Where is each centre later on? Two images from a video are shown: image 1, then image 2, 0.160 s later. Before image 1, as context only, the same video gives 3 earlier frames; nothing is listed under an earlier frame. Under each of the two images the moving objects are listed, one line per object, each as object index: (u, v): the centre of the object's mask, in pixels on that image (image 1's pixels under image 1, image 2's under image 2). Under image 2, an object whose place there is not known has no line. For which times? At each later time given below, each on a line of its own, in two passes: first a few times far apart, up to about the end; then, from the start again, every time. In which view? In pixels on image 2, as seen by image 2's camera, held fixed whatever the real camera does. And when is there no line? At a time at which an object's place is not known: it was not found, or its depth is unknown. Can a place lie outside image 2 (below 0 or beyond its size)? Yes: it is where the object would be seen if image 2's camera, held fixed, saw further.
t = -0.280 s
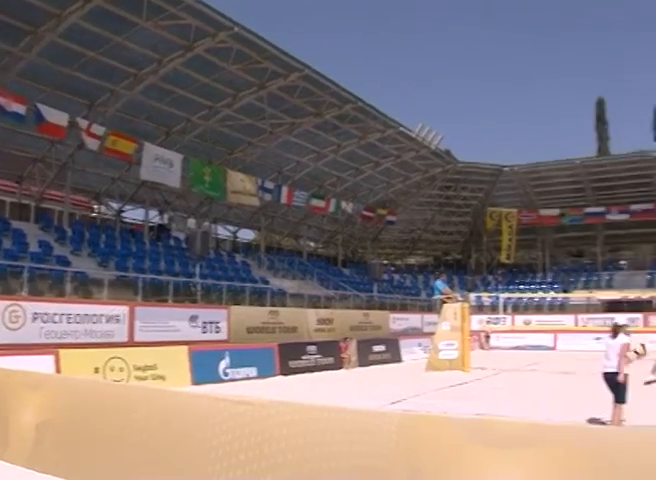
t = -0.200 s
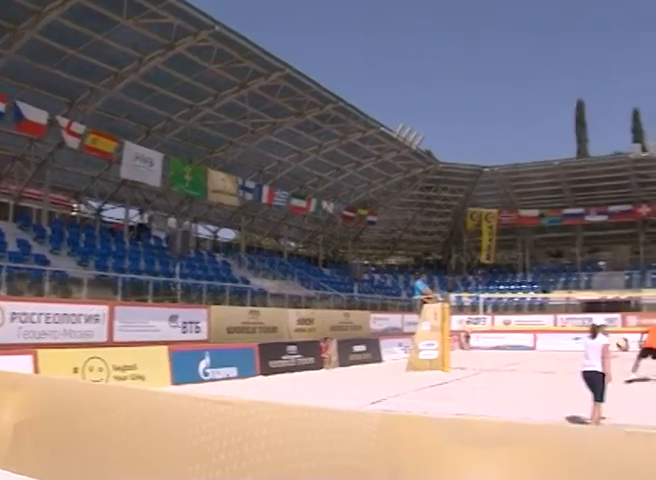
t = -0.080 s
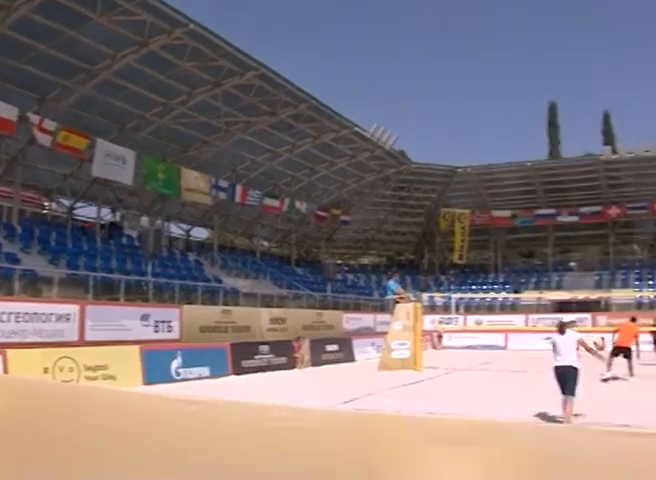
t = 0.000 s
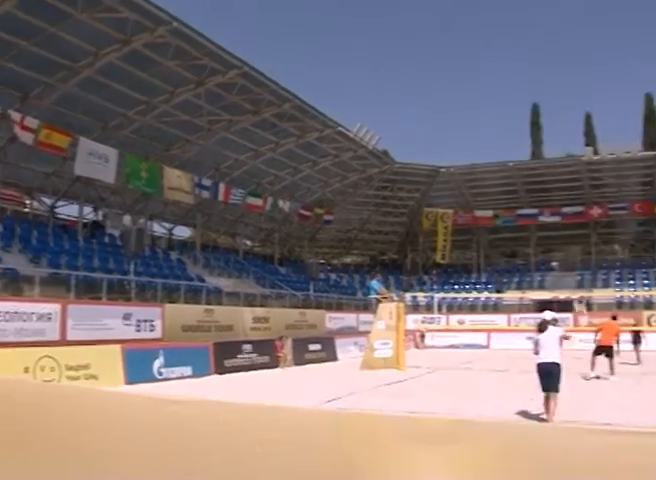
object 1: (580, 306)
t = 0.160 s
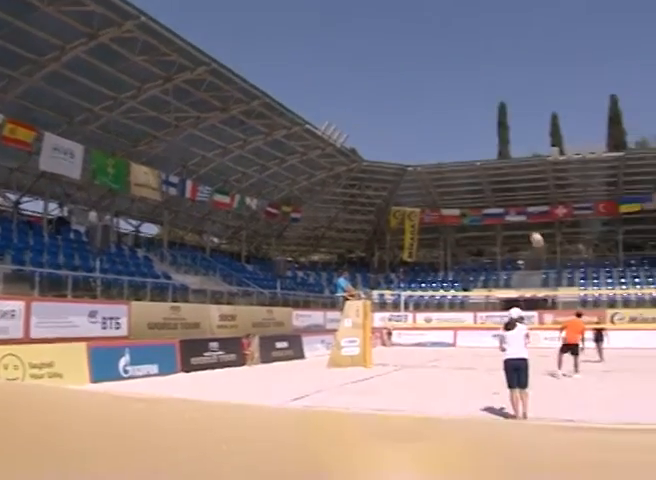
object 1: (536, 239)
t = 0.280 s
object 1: (532, 205)
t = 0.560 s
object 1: (524, 169)
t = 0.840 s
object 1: (518, 174)
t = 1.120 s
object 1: (514, 203)
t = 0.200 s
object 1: (535, 227)
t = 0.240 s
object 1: (534, 216)
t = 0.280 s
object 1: (532, 205)
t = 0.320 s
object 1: (531, 196)
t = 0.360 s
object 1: (530, 190)
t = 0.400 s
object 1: (529, 184)
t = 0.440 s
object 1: (527, 179)
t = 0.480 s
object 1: (526, 175)
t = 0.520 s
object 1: (525, 172)
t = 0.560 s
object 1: (524, 169)
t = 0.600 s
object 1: (523, 168)
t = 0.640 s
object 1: (522, 168)
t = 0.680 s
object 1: (521, 168)
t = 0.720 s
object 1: (521, 169)
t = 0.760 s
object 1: (520, 170)
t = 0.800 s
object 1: (518, 172)
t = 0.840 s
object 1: (518, 174)
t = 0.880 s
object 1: (517, 177)
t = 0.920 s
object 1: (516, 181)
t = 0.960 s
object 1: (515, 185)
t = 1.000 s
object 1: (515, 189)
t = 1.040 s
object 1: (514, 194)
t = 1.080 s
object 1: (514, 199)
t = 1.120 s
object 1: (514, 203)
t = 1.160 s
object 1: (513, 210)
